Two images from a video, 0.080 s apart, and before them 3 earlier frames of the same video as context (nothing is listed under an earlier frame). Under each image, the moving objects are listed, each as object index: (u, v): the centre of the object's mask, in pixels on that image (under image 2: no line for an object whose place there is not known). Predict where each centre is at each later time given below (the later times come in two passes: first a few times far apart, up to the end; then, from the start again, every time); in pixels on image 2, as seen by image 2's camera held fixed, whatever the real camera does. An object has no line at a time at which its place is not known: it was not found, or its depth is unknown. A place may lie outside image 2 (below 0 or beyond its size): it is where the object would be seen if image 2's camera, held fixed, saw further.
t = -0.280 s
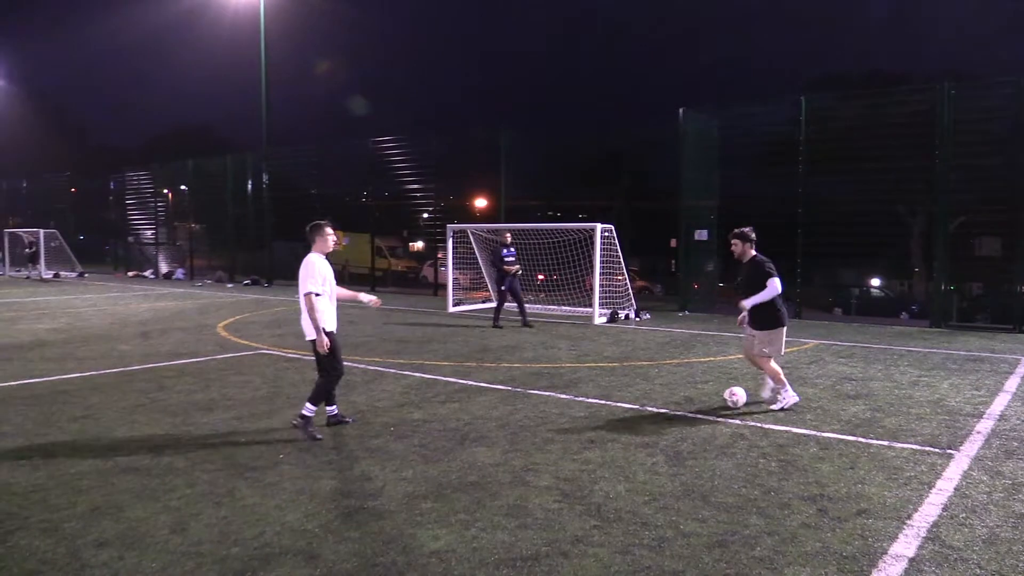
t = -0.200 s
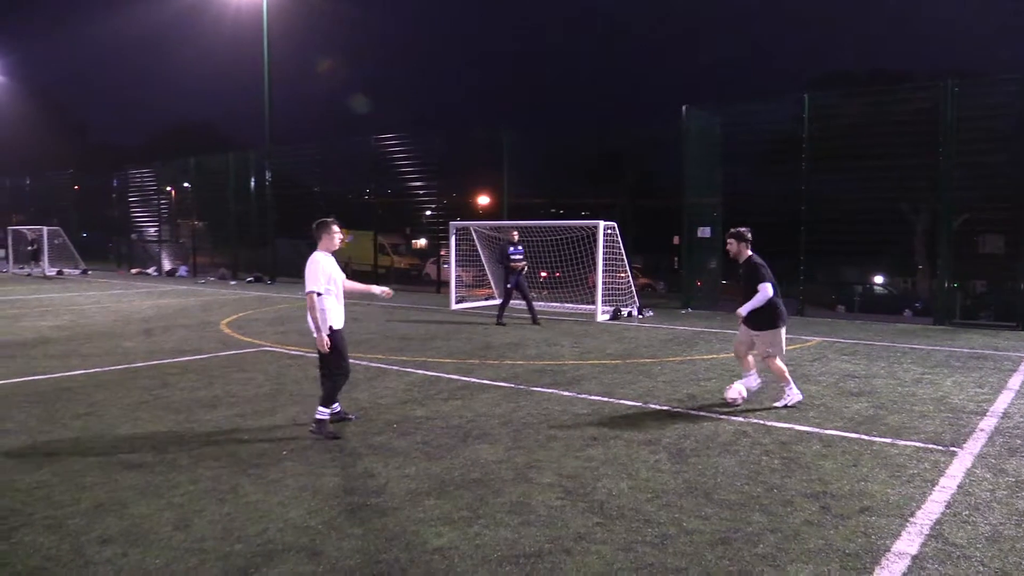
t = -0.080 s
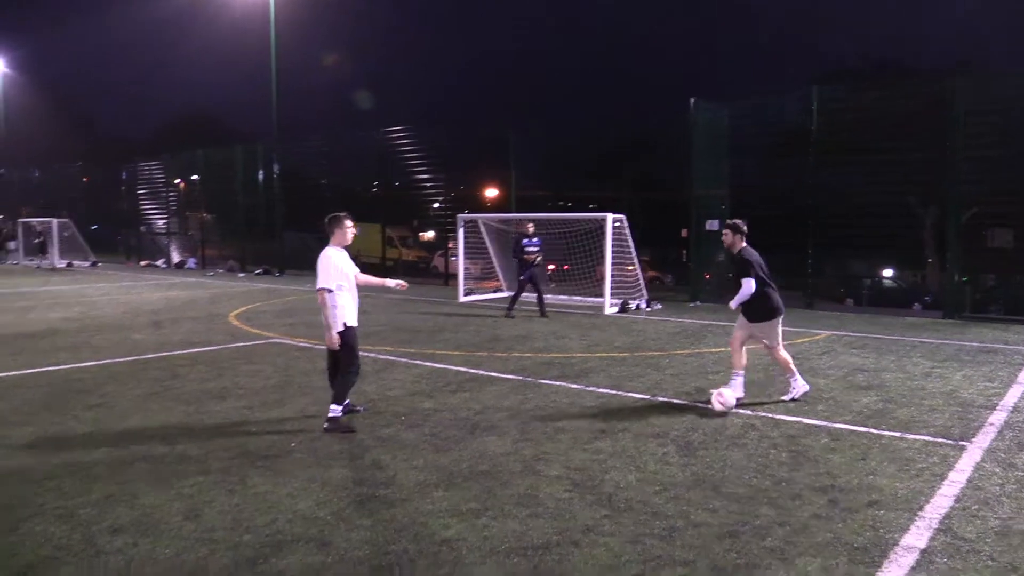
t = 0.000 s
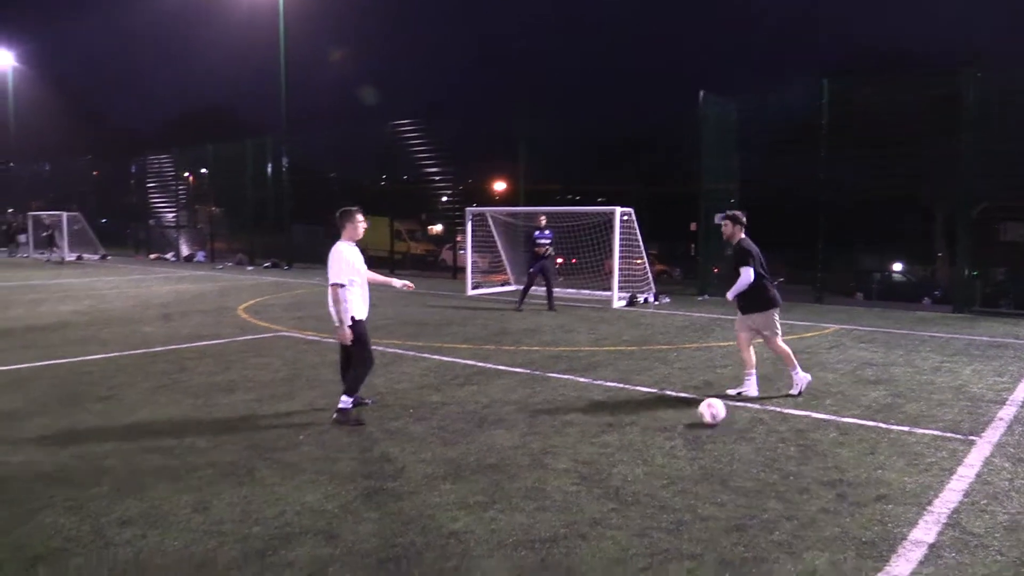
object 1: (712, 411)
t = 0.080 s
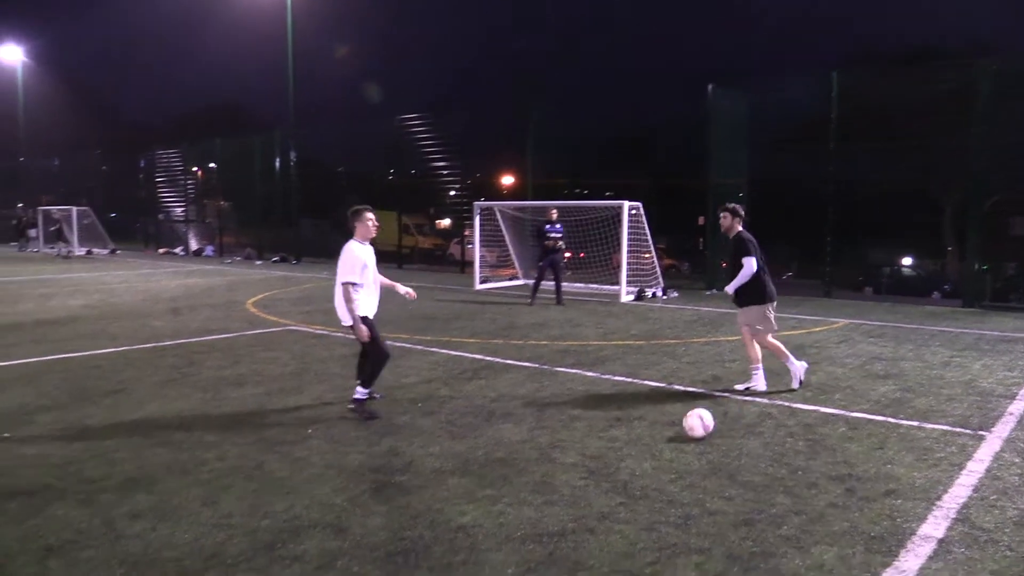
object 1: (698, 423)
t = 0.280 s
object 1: (633, 474)
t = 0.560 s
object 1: (505, 571)
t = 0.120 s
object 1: (687, 432)
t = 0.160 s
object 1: (675, 442)
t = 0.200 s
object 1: (662, 451)
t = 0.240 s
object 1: (647, 464)
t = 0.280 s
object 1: (633, 474)
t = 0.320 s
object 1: (618, 486)
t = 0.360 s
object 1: (601, 500)
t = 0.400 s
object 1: (584, 512)
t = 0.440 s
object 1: (566, 525)
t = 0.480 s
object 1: (546, 542)
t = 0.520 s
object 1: (526, 555)
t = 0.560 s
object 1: (505, 571)
